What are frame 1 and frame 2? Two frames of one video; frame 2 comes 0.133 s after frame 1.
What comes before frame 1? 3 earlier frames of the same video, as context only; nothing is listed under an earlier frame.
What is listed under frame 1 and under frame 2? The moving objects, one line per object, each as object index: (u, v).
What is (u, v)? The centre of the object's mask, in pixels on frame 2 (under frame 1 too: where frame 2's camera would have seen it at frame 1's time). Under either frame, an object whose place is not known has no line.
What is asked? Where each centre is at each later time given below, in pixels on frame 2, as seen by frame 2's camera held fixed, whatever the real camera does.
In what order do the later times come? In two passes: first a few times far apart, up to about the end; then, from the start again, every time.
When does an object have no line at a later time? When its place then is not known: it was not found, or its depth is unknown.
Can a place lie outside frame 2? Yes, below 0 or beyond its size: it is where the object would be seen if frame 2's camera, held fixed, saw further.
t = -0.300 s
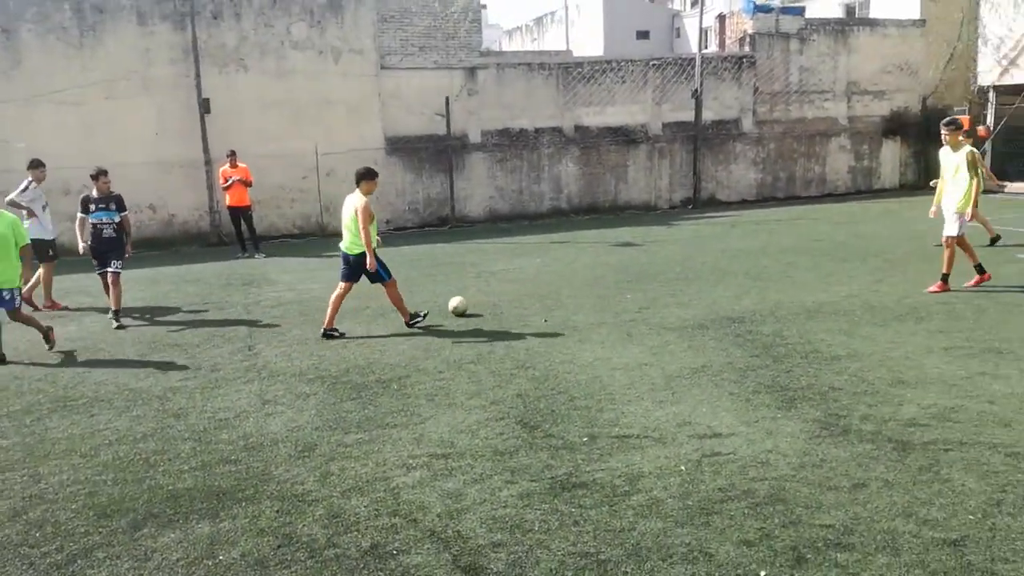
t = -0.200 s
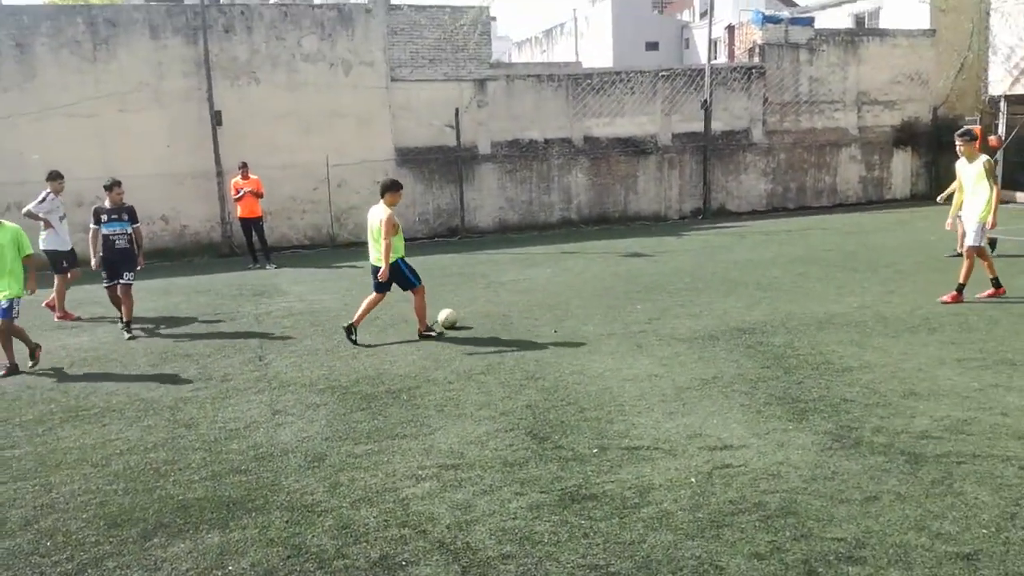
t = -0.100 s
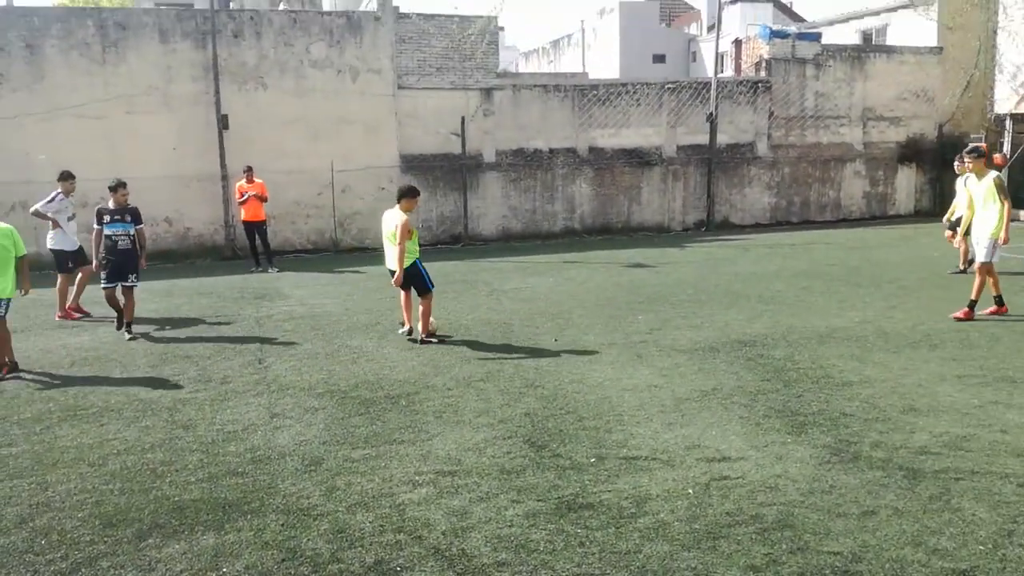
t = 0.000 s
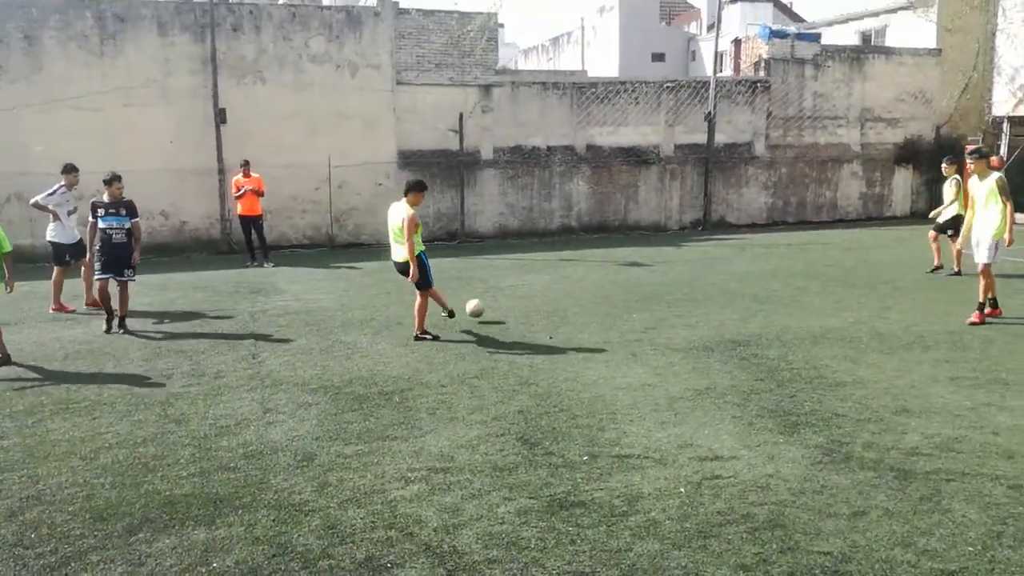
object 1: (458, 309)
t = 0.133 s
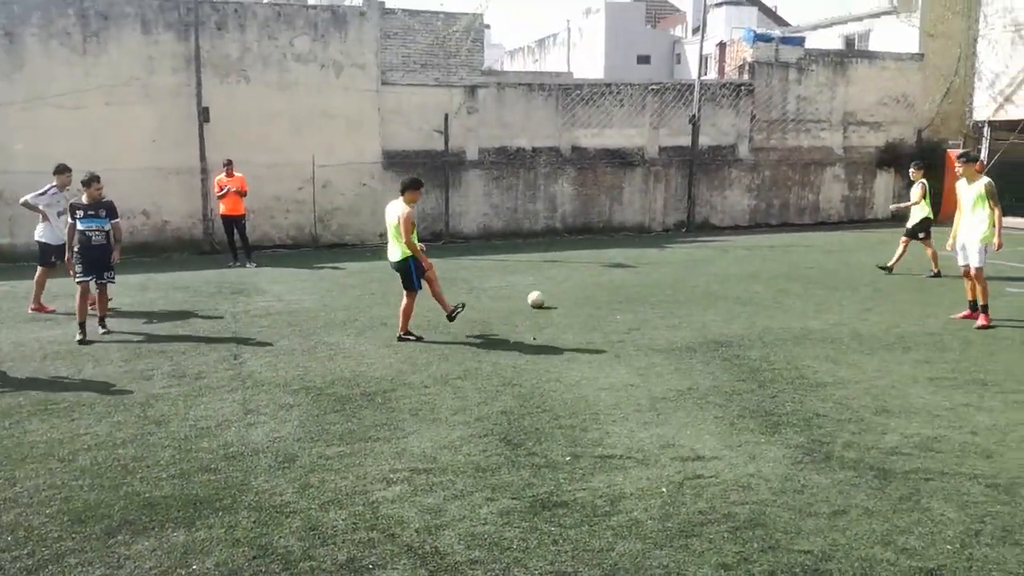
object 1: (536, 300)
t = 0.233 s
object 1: (579, 291)
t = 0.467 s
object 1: (657, 277)
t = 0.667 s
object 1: (704, 269)
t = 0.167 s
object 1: (551, 295)
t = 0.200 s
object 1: (566, 293)
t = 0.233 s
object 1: (579, 291)
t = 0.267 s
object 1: (592, 289)
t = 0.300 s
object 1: (605, 287)
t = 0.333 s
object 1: (616, 284)
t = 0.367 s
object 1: (627, 282)
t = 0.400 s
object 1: (638, 281)
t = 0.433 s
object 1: (648, 279)
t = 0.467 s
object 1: (657, 277)
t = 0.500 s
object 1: (666, 276)
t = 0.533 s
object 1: (674, 274)
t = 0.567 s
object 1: (682, 273)
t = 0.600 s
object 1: (689, 272)
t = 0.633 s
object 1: (696, 270)
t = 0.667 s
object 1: (704, 269)
